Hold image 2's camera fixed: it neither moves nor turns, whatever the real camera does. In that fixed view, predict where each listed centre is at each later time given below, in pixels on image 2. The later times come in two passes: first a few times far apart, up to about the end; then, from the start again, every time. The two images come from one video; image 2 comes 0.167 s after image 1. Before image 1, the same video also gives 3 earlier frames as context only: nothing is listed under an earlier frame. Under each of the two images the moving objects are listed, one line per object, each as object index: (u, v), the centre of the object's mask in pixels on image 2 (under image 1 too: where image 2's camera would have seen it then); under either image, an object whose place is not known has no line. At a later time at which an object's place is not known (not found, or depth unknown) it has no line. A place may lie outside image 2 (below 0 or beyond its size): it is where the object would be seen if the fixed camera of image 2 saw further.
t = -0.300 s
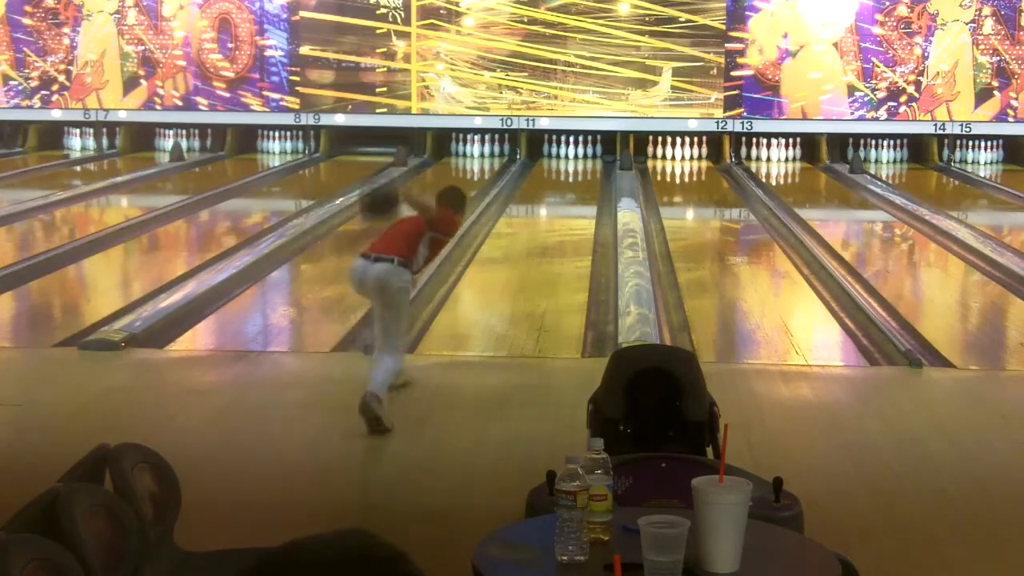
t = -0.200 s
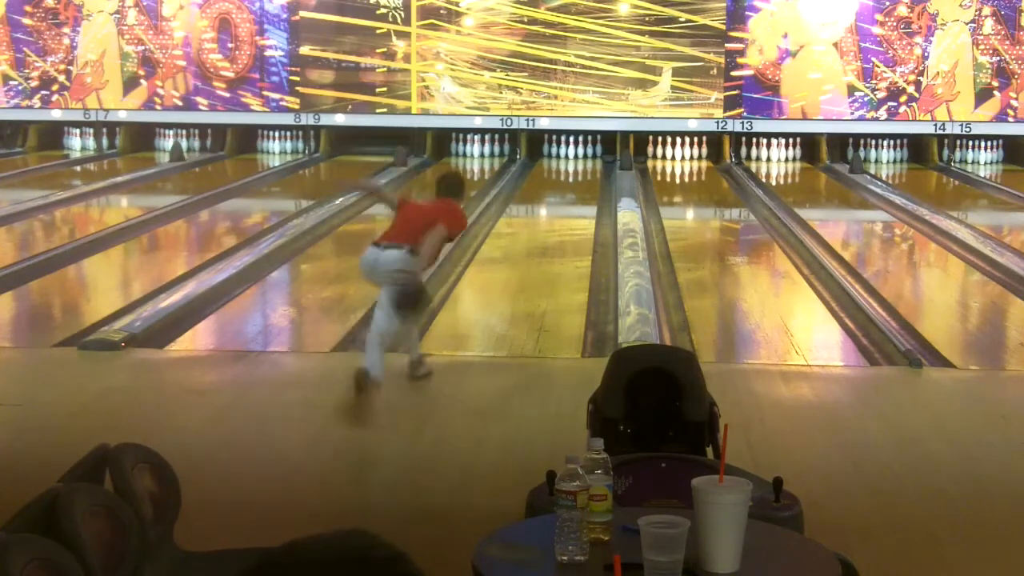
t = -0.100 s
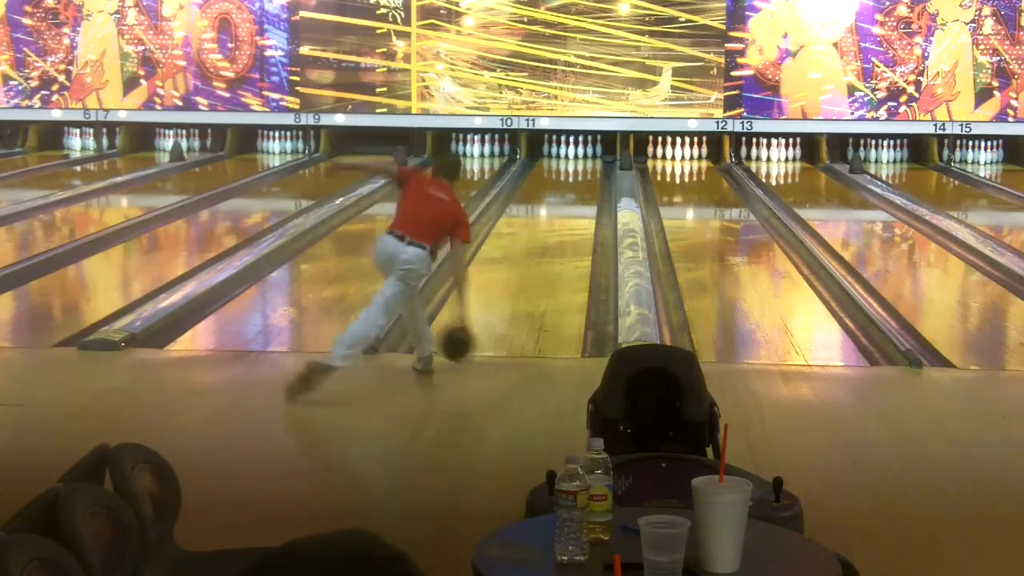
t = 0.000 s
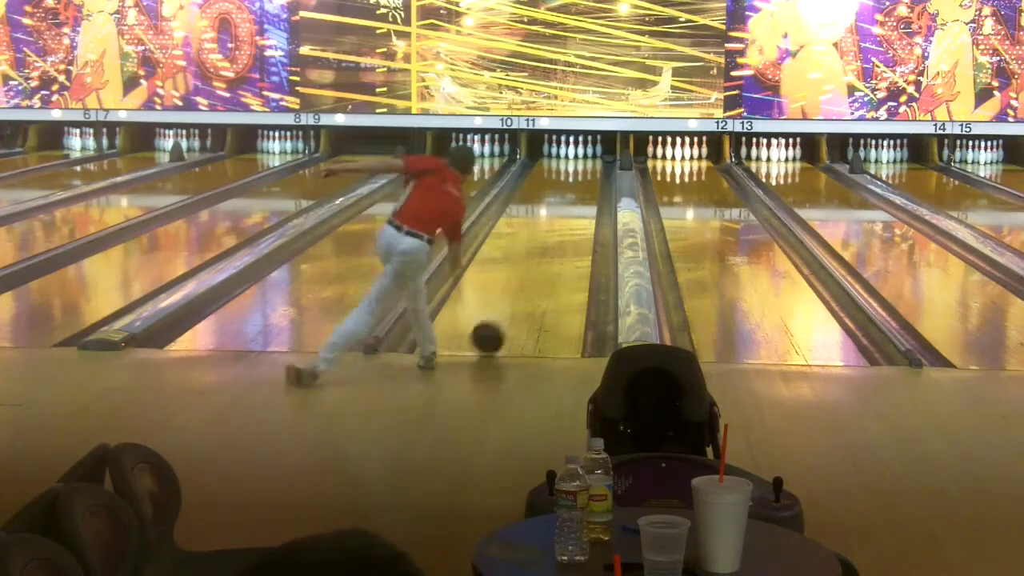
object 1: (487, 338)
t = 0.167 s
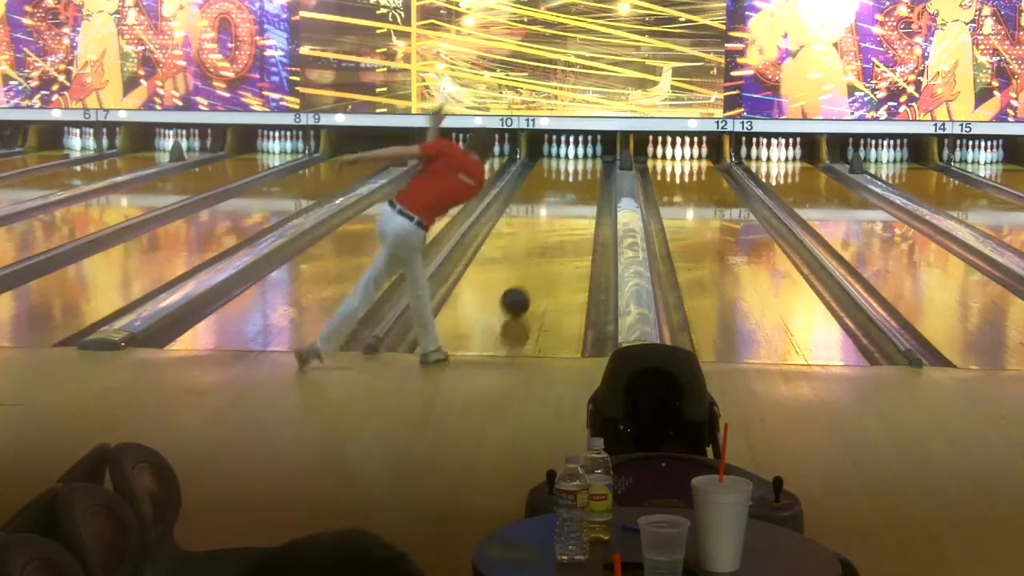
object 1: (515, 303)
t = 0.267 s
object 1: (528, 285)
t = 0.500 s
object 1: (552, 251)
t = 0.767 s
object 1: (571, 223)
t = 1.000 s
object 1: (582, 205)
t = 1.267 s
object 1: (590, 188)
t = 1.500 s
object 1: (593, 177)
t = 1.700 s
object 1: (592, 168)
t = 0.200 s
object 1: (519, 296)
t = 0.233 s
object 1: (524, 291)
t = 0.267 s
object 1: (528, 285)
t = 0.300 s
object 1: (532, 280)
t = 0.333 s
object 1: (535, 274)
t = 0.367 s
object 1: (539, 269)
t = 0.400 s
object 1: (543, 264)
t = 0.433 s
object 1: (546, 259)
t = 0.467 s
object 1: (549, 255)
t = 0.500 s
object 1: (552, 251)
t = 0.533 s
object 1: (554, 247)
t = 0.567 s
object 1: (557, 243)
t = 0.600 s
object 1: (560, 240)
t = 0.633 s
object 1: (562, 236)
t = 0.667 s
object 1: (564, 233)
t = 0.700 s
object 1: (567, 229)
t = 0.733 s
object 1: (569, 226)
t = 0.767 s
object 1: (571, 223)
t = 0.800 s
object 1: (573, 220)
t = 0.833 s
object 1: (574, 217)
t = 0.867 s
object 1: (576, 214)
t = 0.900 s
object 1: (578, 212)
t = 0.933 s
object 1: (580, 209)
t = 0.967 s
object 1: (581, 207)
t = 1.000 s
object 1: (582, 205)
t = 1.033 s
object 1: (583, 203)
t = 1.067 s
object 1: (585, 201)
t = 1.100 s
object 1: (586, 198)
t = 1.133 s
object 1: (587, 196)
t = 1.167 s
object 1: (588, 194)
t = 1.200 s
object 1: (589, 193)
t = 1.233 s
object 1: (590, 191)
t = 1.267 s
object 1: (590, 188)
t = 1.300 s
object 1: (591, 187)
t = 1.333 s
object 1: (592, 185)
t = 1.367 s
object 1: (592, 184)
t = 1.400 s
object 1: (592, 182)
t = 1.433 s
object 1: (593, 180)
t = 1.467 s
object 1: (593, 178)
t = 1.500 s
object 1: (593, 177)
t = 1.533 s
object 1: (593, 176)
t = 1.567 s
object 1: (593, 174)
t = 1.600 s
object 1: (593, 172)
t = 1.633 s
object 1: (593, 171)
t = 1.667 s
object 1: (592, 170)
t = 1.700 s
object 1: (592, 168)
